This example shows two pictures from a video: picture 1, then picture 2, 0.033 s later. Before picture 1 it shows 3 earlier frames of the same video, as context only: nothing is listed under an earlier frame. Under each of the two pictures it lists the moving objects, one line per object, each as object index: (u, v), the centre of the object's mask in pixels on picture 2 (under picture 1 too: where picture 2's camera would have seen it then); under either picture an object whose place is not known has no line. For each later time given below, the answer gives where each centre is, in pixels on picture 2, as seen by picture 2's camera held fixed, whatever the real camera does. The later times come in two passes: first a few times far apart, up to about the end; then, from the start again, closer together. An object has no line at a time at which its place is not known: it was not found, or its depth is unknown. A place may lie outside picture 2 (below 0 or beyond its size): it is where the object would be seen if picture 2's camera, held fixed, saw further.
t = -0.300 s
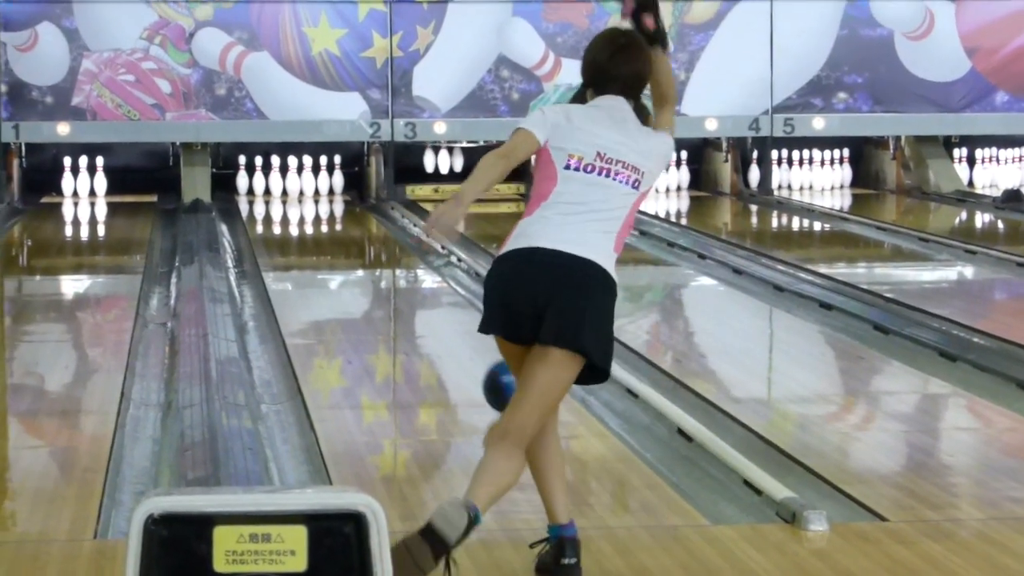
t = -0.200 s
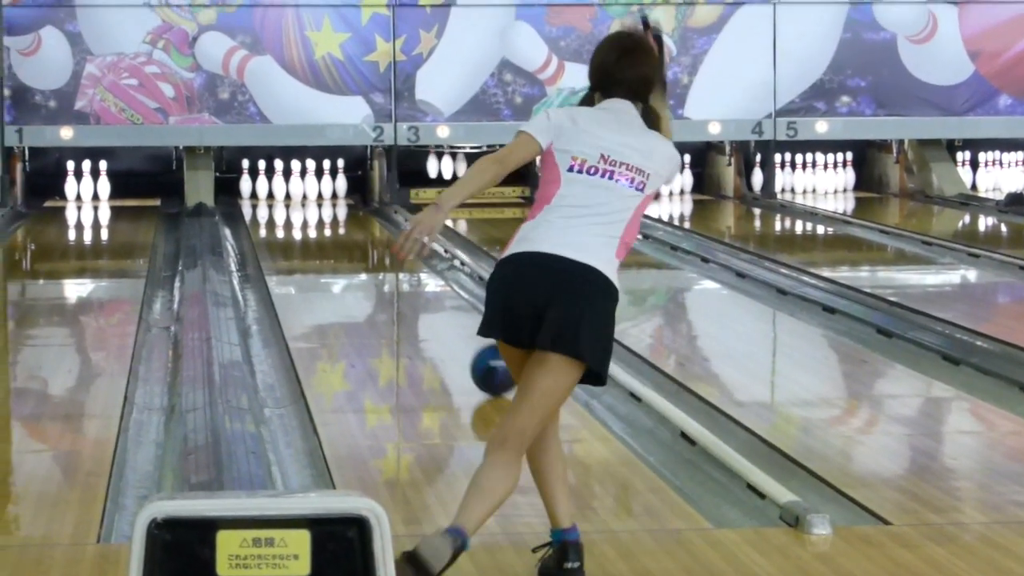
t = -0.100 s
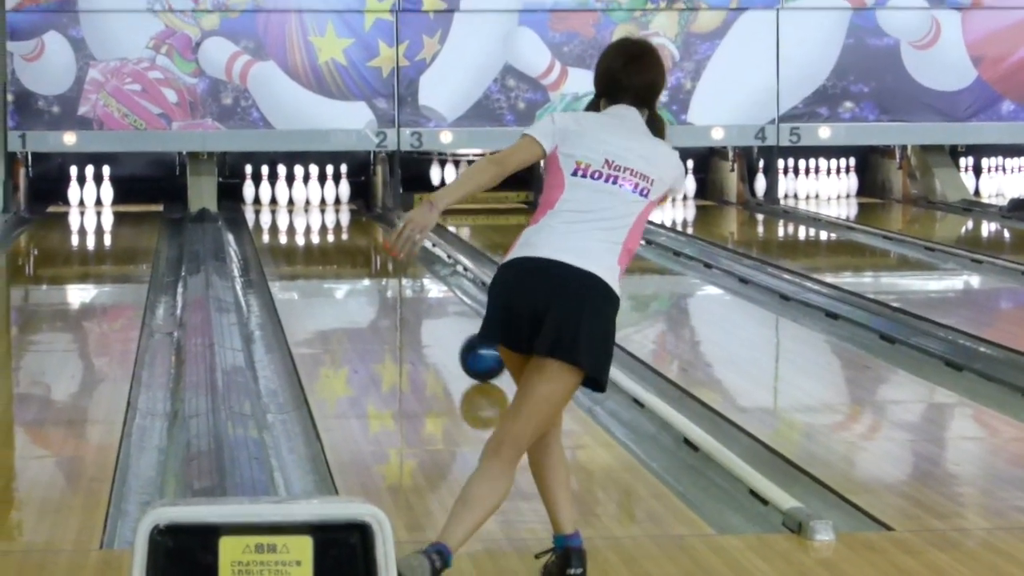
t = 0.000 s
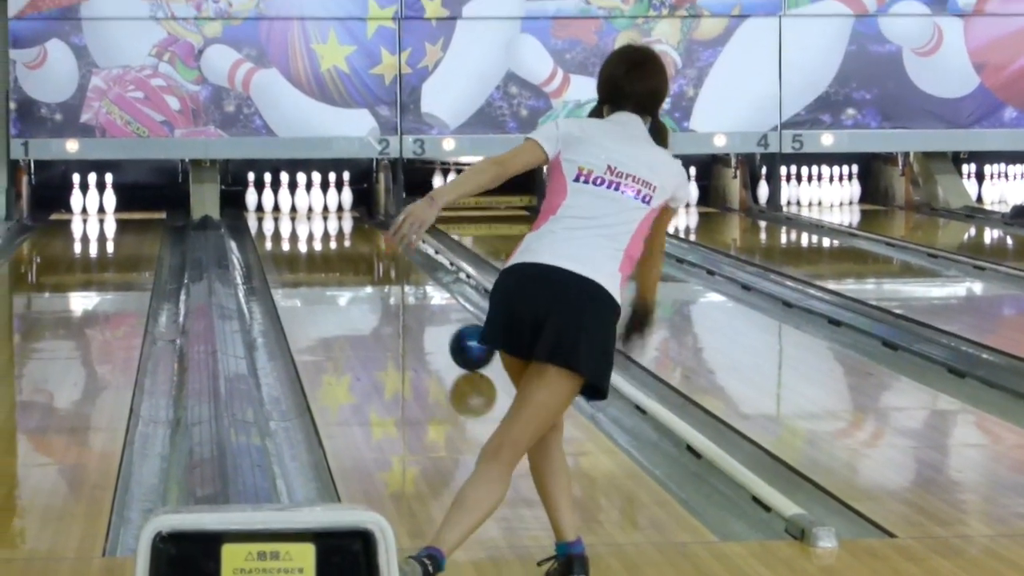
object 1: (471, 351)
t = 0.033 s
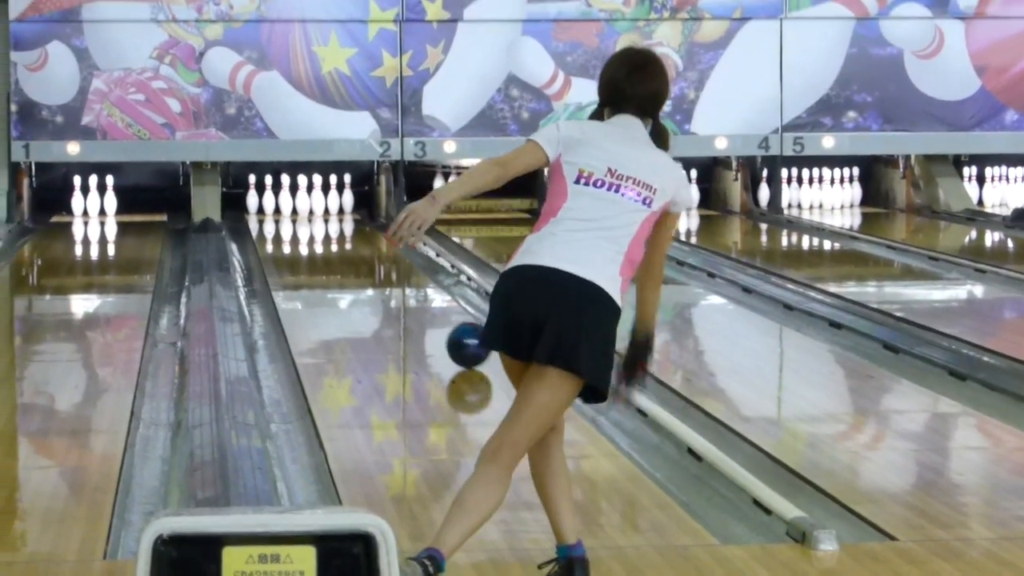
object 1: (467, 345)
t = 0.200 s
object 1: (449, 322)
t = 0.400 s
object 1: (429, 300)
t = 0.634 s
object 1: (410, 279)
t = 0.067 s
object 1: (464, 340)
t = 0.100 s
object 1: (460, 335)
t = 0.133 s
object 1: (457, 331)
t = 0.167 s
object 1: (453, 326)
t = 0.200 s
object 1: (449, 322)
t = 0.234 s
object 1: (446, 318)
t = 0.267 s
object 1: (443, 315)
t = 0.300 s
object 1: (439, 311)
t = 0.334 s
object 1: (436, 307)
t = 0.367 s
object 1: (432, 304)
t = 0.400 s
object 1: (429, 300)
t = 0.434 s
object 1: (426, 297)
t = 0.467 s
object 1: (423, 294)
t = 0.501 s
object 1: (420, 291)
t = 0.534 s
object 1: (418, 288)
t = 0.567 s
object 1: (415, 285)
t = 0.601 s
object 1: (412, 282)
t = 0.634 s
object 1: (410, 279)
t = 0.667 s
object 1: (407, 277)
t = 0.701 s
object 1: (405, 274)
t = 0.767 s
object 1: (400, 270)
